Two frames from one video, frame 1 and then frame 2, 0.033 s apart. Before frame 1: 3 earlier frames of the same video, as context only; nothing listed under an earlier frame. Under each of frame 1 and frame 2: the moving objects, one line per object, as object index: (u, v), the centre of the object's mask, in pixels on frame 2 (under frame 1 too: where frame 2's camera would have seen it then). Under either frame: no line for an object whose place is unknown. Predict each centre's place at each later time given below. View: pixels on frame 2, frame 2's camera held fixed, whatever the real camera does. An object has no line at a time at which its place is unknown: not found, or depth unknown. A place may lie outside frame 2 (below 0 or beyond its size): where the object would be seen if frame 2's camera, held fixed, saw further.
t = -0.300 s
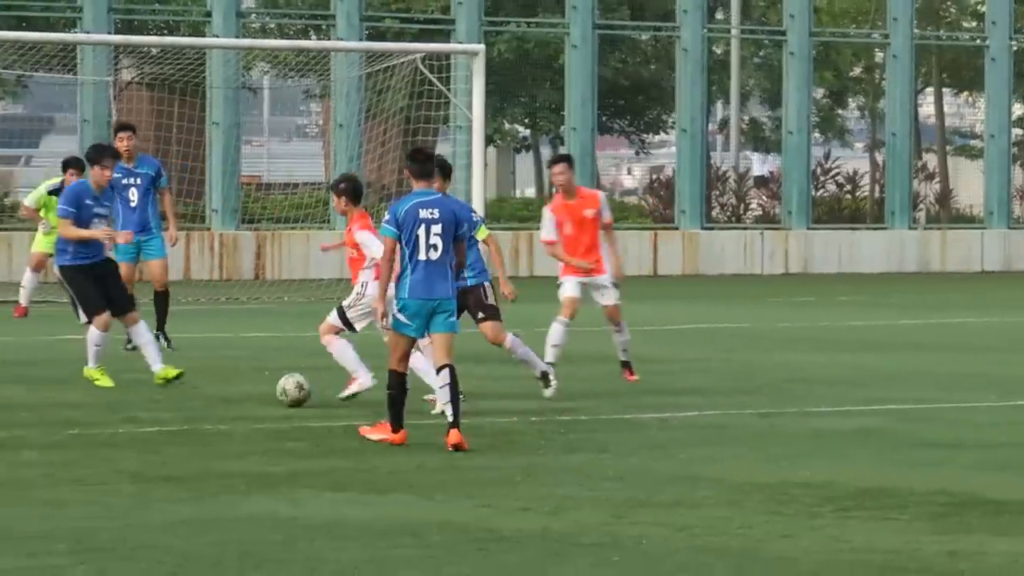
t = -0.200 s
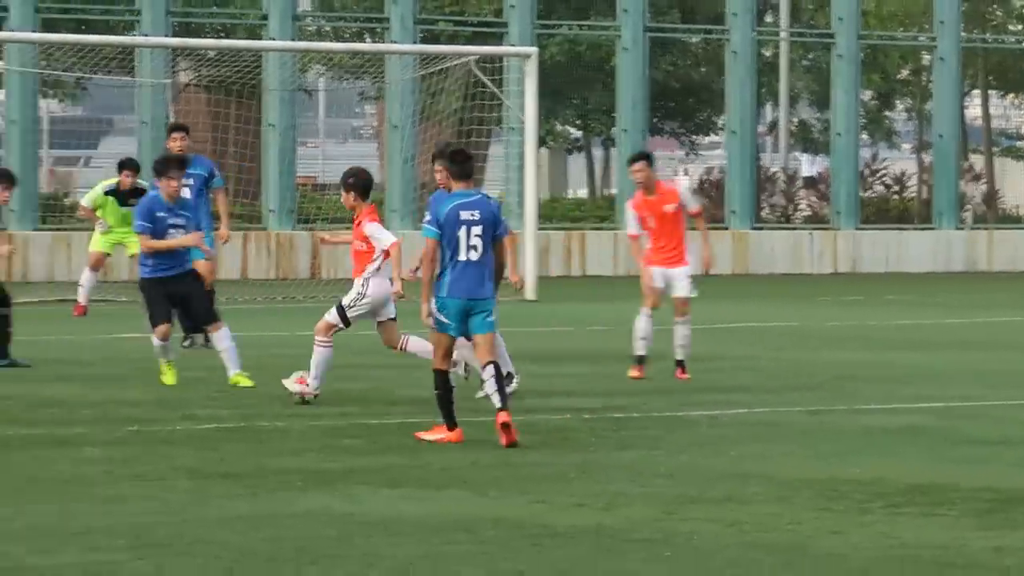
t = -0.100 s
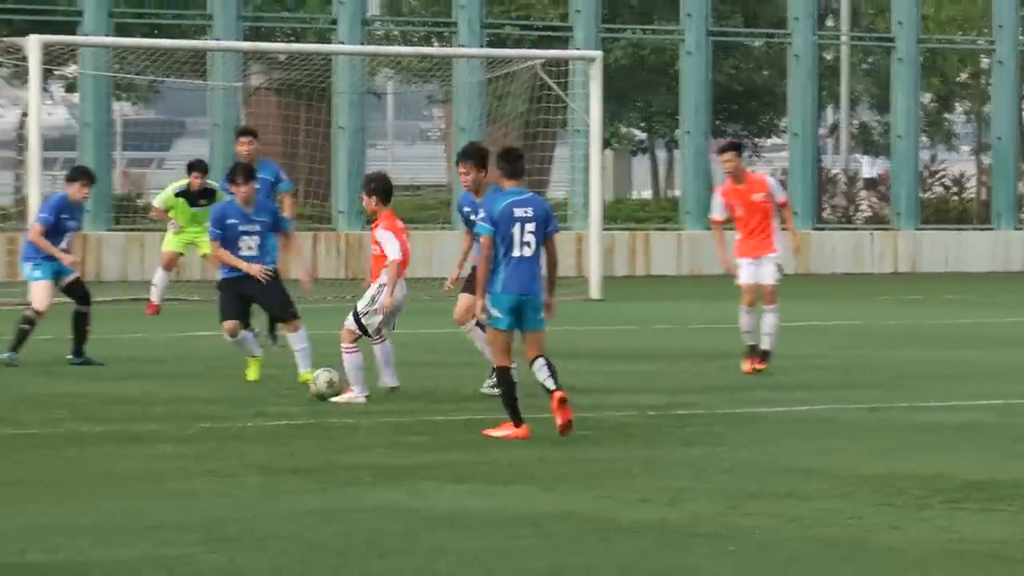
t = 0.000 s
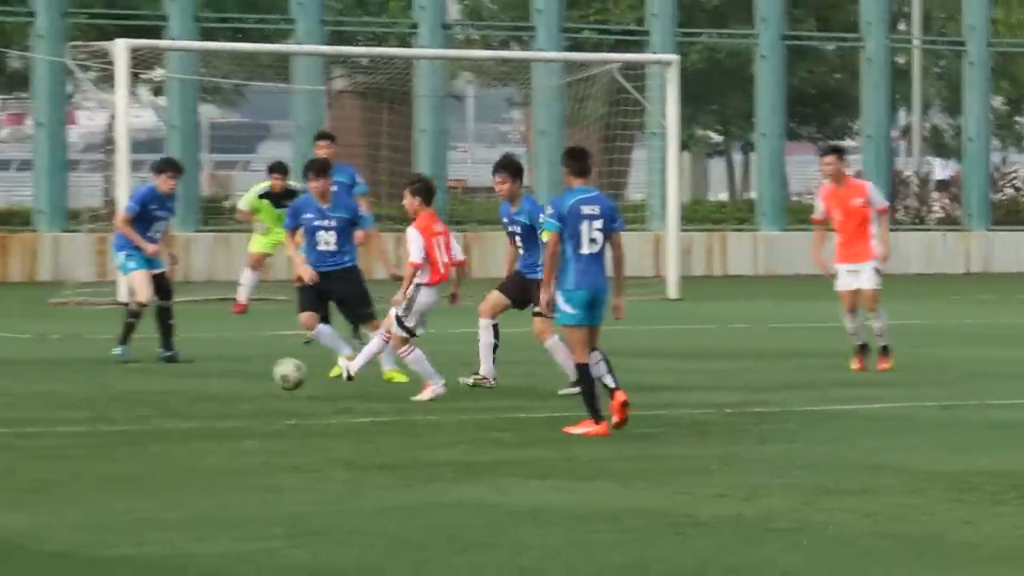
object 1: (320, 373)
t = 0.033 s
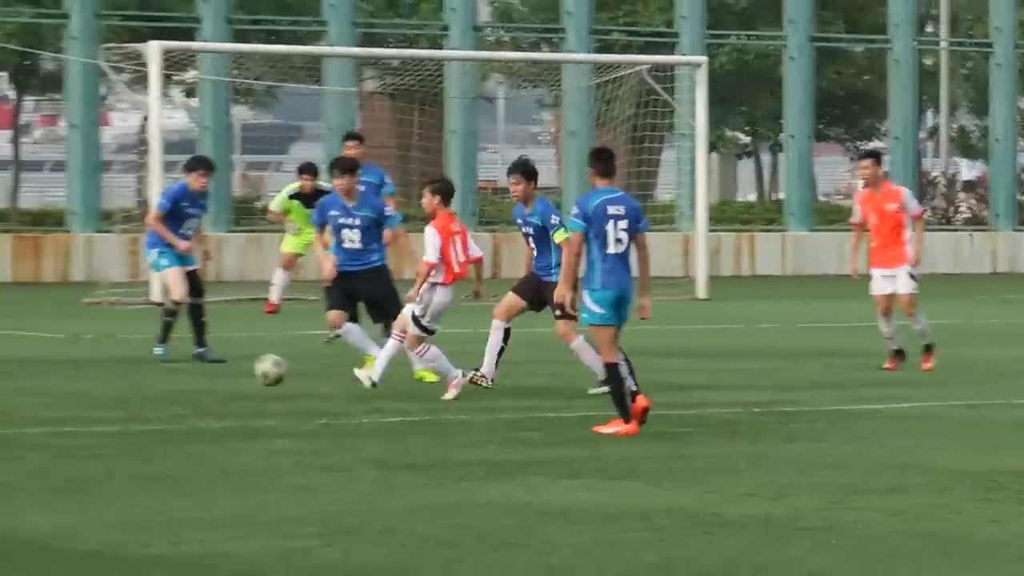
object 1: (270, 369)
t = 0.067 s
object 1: (219, 367)
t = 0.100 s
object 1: (167, 368)
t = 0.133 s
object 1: (116, 371)
